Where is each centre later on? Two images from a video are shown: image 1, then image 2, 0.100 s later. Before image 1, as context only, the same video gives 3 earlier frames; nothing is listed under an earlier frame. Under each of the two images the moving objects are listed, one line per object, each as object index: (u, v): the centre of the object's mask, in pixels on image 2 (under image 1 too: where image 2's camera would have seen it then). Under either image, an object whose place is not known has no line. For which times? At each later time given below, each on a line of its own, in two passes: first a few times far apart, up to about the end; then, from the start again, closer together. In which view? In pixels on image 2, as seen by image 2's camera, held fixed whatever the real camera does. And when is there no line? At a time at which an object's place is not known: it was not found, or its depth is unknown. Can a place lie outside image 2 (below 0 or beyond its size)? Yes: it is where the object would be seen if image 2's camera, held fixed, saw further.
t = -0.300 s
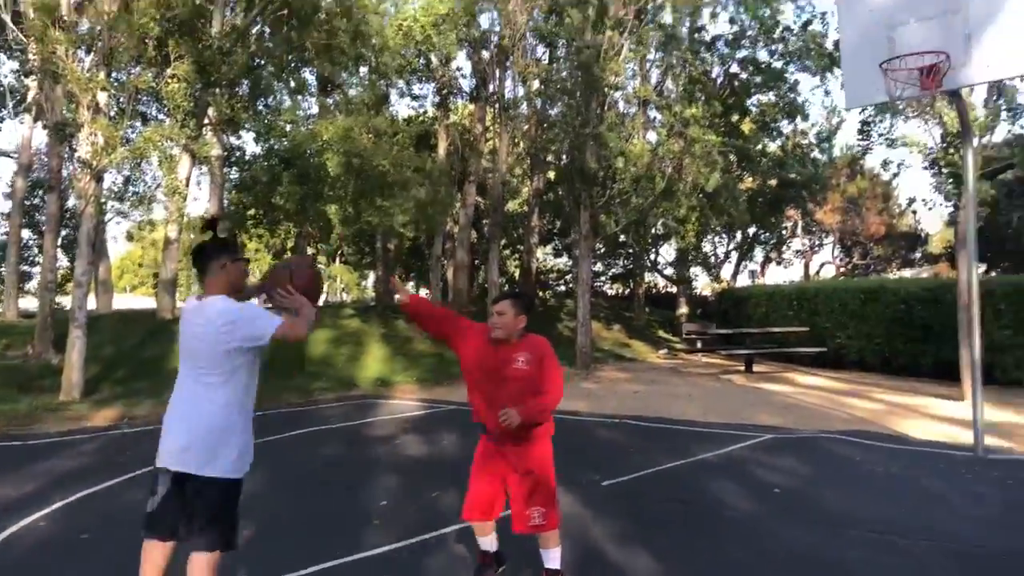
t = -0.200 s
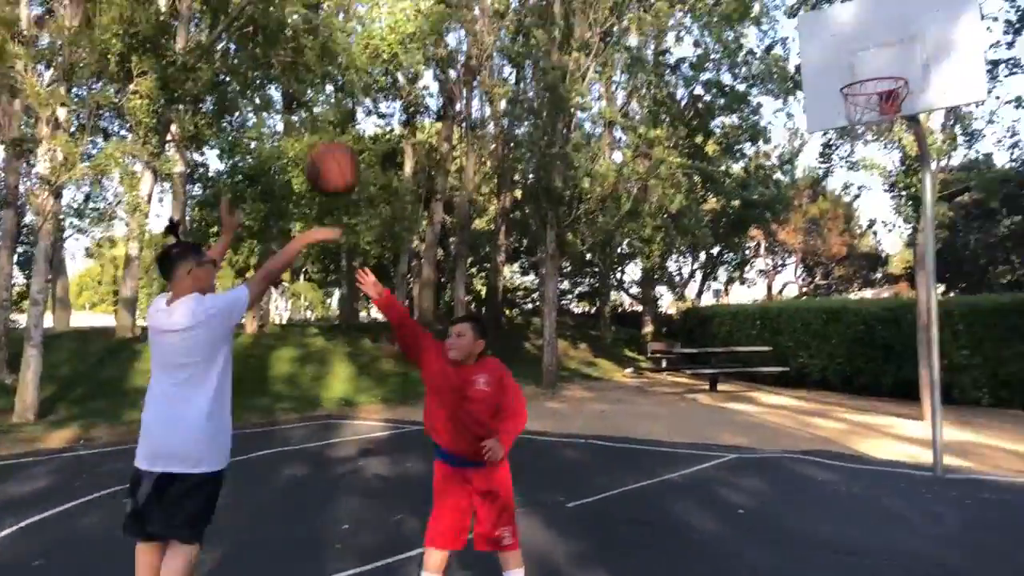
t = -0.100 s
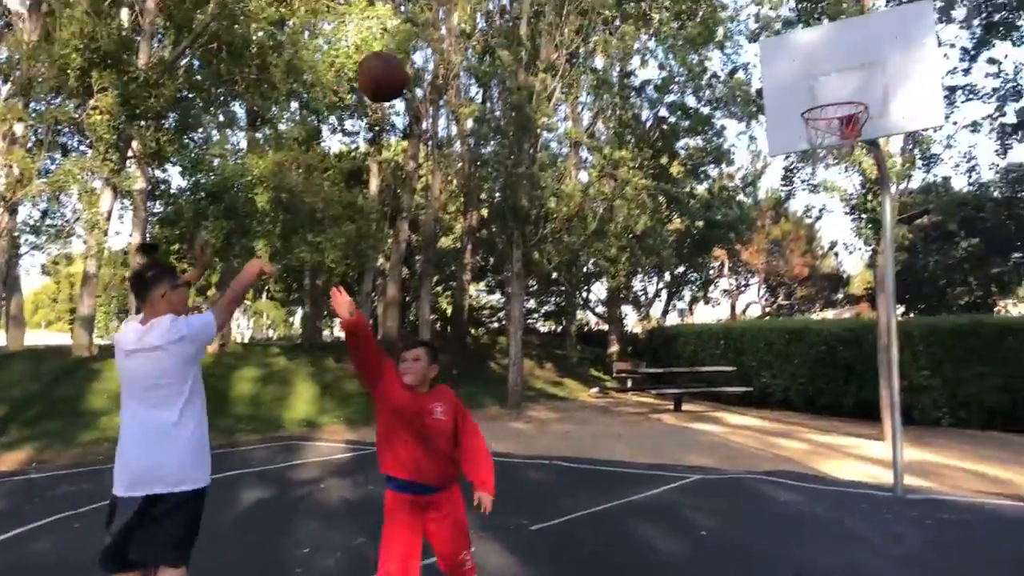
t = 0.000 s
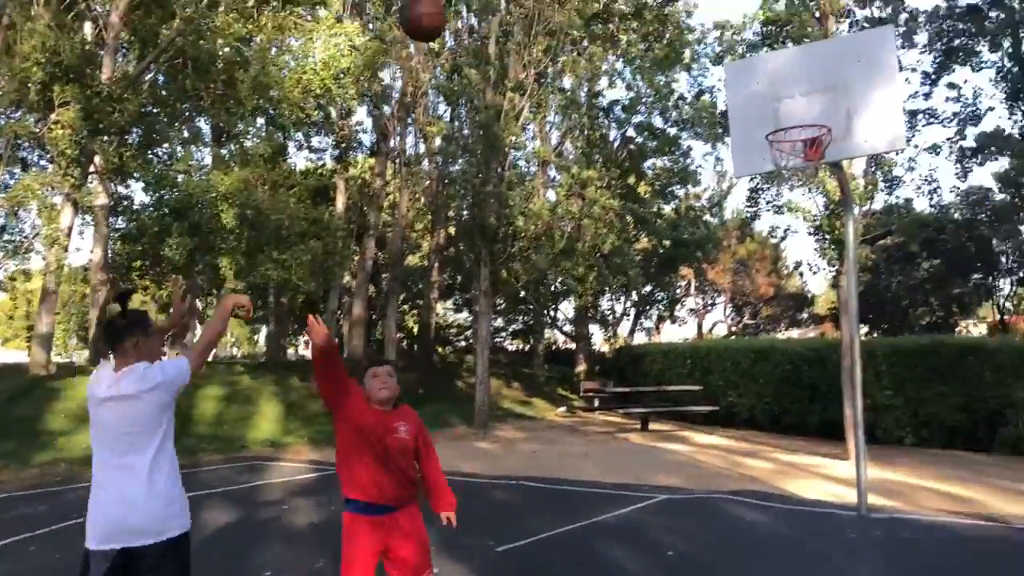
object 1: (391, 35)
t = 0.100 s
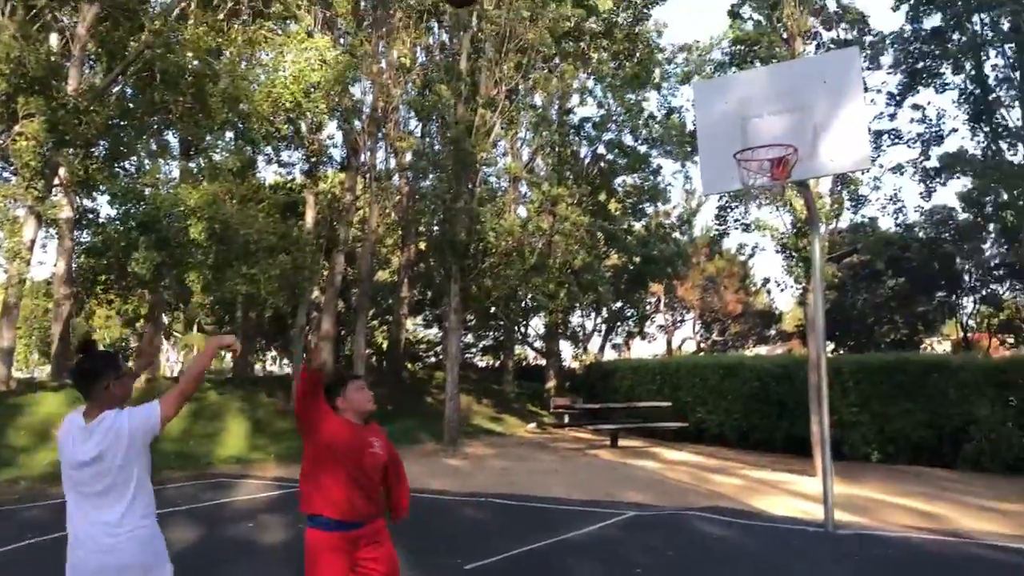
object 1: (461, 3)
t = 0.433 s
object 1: (631, -27)
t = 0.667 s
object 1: (720, 40)
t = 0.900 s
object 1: (777, 148)
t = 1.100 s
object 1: (715, 127)
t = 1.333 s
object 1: (644, 140)
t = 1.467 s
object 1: (605, 182)
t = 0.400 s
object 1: (617, -29)
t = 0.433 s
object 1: (631, -27)
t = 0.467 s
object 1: (646, -26)
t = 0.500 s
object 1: (658, -21)
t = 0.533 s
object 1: (671, -11)
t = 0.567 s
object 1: (684, 0)
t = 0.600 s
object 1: (697, 12)
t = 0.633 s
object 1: (709, 26)
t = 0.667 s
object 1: (720, 40)
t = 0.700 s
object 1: (731, 56)
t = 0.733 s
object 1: (743, 72)
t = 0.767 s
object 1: (753, 89)
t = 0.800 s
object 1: (764, 108)
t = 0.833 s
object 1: (774, 127)
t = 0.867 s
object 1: (780, 142)
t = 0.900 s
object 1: (777, 148)
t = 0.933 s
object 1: (765, 149)
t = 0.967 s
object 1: (753, 147)
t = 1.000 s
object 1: (744, 140)
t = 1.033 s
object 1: (734, 134)
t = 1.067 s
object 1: (725, 130)
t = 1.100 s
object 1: (715, 127)
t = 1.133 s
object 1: (706, 125)
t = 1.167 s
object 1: (696, 125)
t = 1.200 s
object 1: (687, 126)
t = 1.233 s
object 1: (679, 128)
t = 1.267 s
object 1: (668, 129)
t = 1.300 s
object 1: (654, 133)
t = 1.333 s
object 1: (644, 140)
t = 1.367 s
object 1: (635, 149)
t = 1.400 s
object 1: (626, 157)
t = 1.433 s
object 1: (614, 168)
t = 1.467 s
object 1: (605, 182)
